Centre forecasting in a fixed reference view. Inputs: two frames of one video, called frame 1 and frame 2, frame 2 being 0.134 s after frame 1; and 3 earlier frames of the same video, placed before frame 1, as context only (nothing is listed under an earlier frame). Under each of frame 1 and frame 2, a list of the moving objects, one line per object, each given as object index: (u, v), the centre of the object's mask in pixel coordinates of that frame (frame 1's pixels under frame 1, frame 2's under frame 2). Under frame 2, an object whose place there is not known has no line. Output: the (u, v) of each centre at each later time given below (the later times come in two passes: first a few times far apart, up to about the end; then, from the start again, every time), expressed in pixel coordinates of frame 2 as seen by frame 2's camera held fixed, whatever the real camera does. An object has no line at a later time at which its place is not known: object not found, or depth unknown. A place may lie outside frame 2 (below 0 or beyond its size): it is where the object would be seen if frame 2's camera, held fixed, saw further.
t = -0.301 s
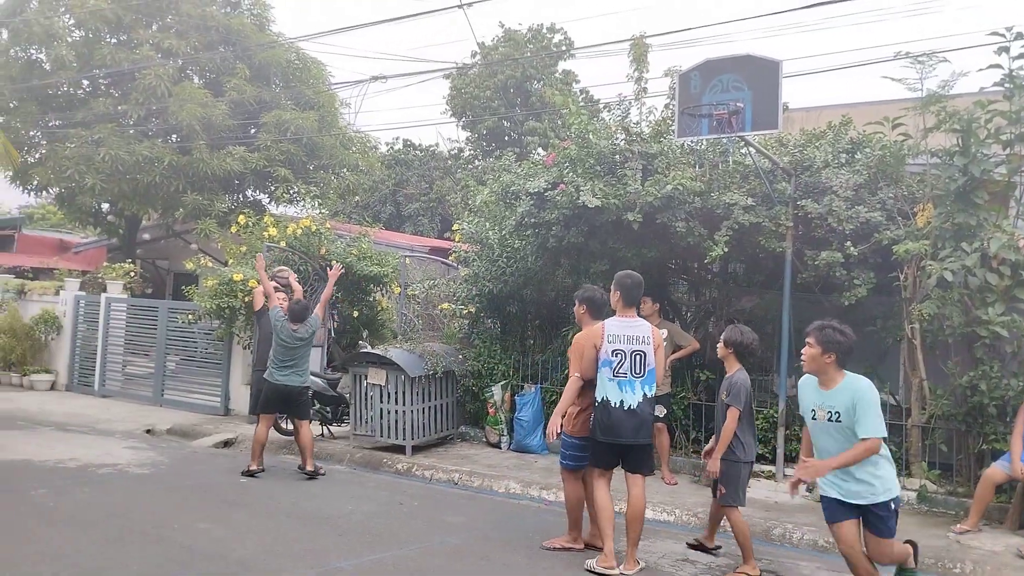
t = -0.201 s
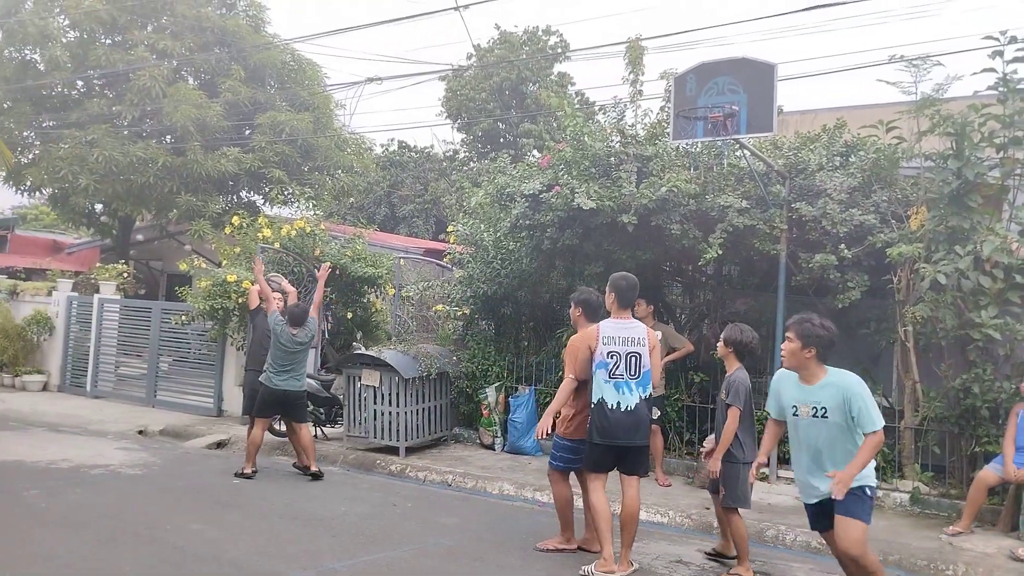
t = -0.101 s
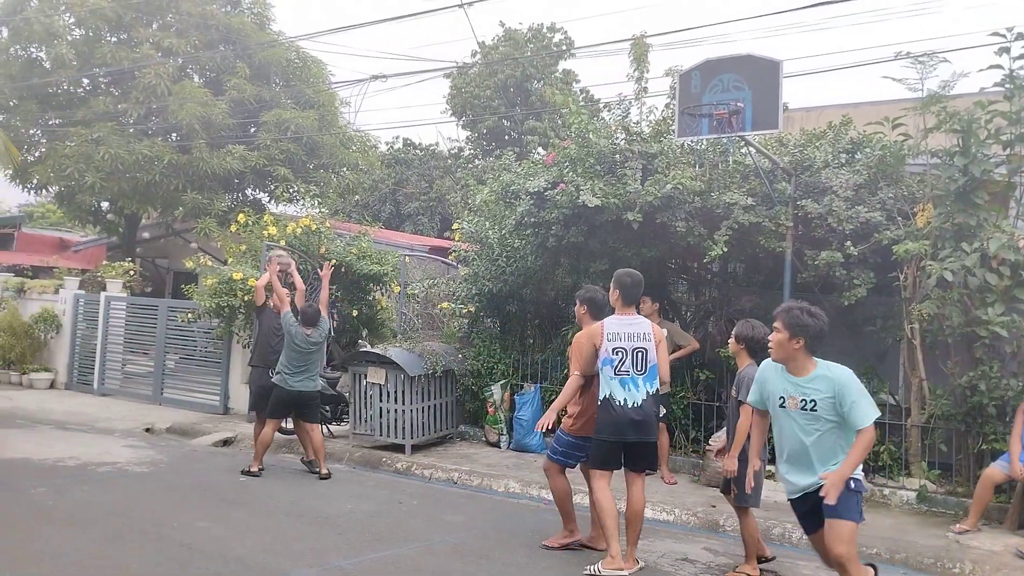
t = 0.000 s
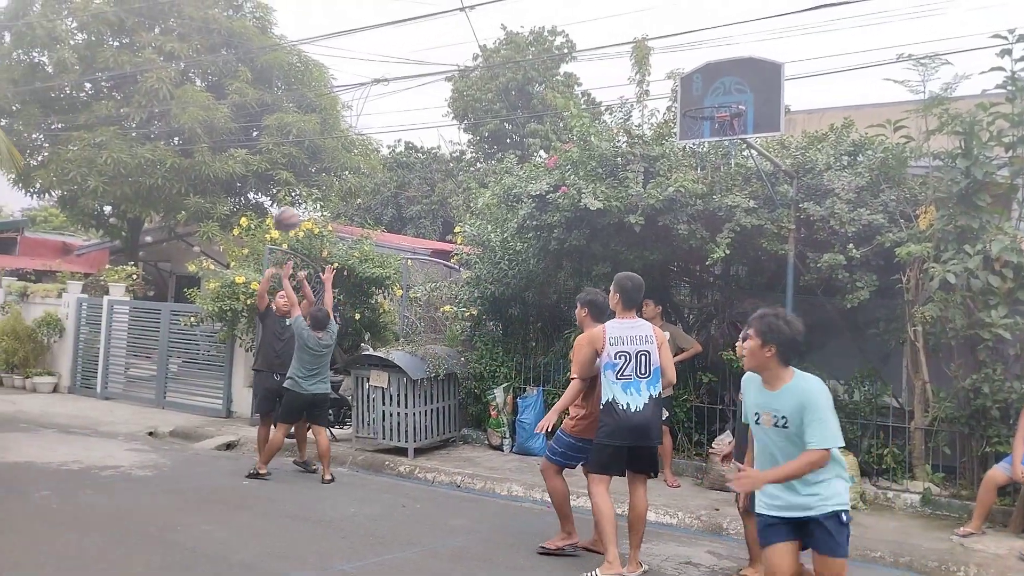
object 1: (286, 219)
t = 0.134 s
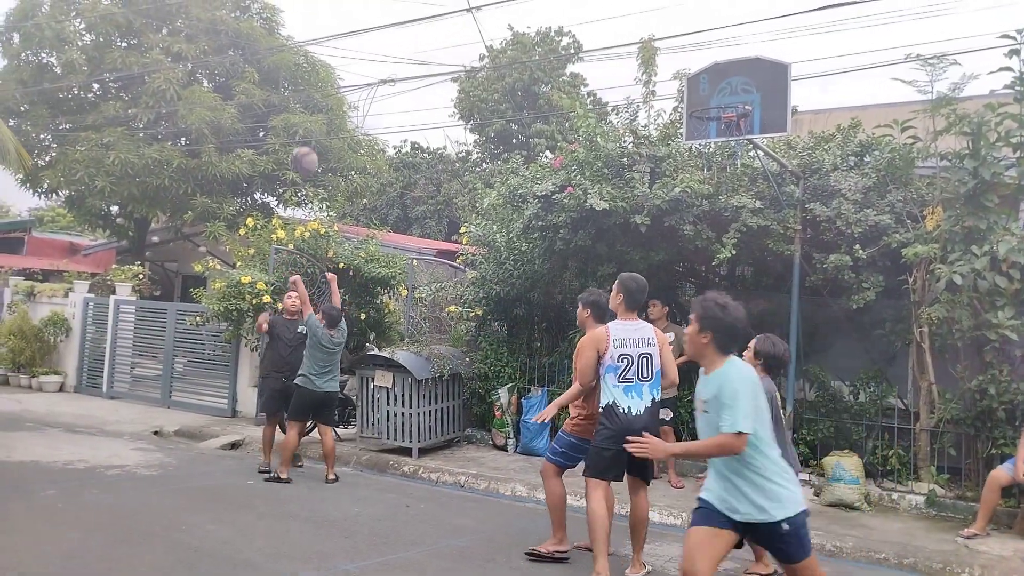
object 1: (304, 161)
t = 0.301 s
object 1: (316, 100)
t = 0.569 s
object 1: (336, 50)
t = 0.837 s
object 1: (357, 116)
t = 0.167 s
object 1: (306, 148)
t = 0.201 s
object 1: (309, 135)
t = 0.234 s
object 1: (311, 124)
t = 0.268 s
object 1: (314, 111)
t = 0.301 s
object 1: (316, 100)
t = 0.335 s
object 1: (318, 92)
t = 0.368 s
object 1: (322, 82)
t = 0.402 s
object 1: (324, 74)
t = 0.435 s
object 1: (326, 66)
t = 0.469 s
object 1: (328, 60)
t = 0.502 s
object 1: (331, 55)
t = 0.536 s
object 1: (333, 51)
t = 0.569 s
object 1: (336, 50)
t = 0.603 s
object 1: (338, 49)
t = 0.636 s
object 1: (341, 51)
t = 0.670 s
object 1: (343, 55)
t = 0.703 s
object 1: (346, 60)
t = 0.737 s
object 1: (348, 69)
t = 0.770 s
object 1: (351, 81)
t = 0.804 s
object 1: (354, 96)
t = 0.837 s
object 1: (357, 116)
